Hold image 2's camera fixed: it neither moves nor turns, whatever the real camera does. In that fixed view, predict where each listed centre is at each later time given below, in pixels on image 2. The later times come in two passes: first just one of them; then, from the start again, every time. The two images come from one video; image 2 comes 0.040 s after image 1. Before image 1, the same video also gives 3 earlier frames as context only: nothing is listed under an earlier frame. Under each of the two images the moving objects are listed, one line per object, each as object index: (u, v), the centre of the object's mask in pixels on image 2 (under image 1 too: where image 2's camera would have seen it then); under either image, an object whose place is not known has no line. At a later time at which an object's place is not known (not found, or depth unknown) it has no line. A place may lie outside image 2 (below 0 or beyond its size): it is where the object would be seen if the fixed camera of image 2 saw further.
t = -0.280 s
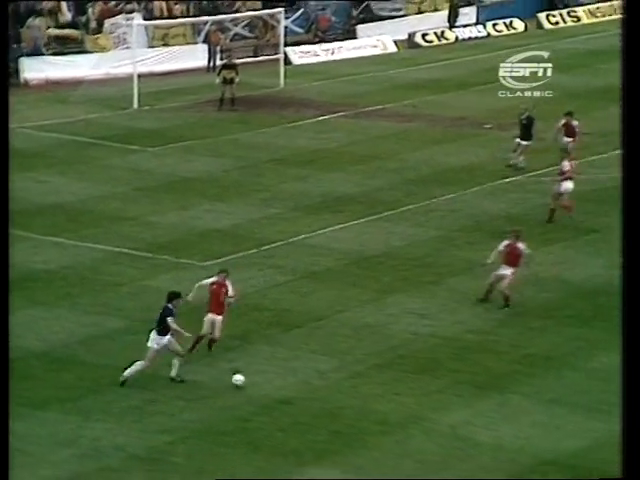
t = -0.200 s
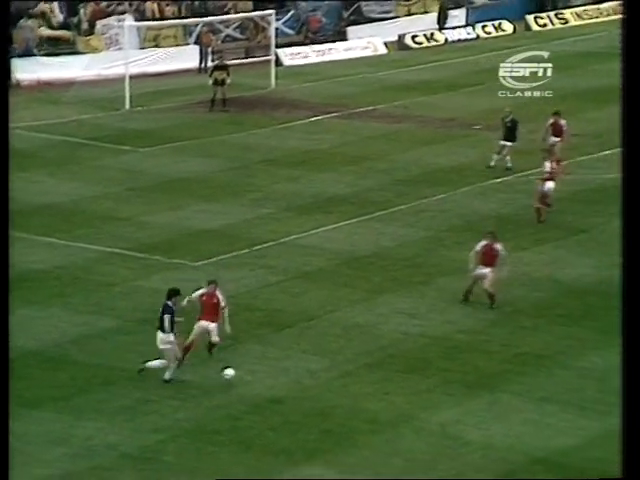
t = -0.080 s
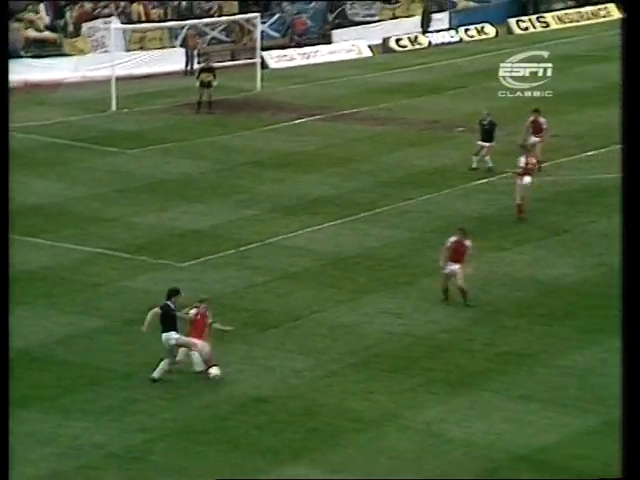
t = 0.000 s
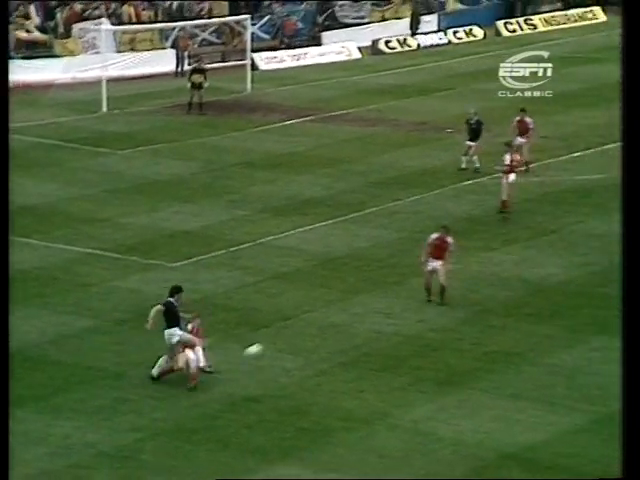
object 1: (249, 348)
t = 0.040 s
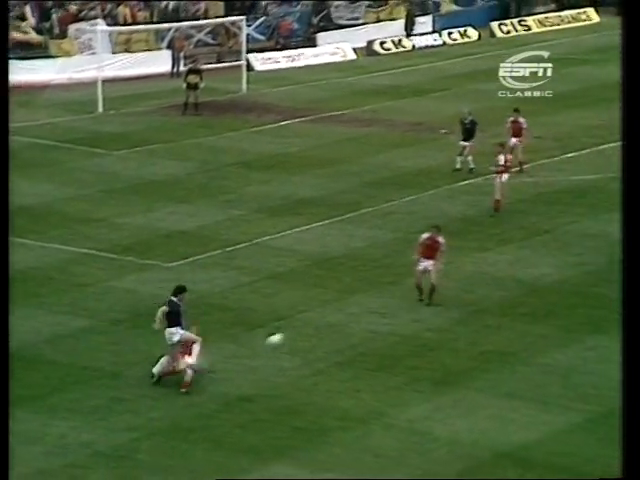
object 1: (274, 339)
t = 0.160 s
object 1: (352, 312)
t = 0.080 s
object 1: (301, 329)
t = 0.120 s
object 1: (327, 320)
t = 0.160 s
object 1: (352, 312)
